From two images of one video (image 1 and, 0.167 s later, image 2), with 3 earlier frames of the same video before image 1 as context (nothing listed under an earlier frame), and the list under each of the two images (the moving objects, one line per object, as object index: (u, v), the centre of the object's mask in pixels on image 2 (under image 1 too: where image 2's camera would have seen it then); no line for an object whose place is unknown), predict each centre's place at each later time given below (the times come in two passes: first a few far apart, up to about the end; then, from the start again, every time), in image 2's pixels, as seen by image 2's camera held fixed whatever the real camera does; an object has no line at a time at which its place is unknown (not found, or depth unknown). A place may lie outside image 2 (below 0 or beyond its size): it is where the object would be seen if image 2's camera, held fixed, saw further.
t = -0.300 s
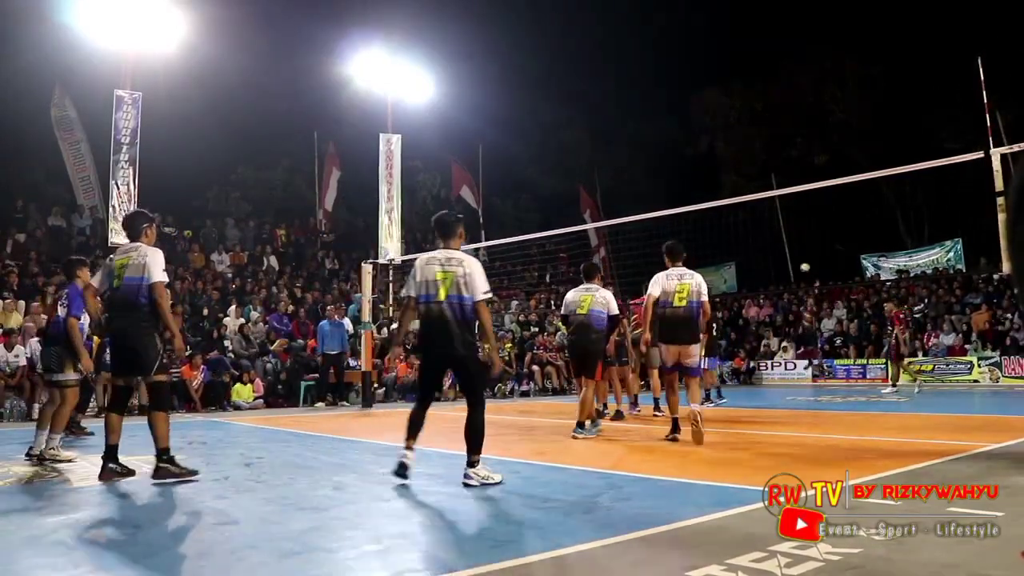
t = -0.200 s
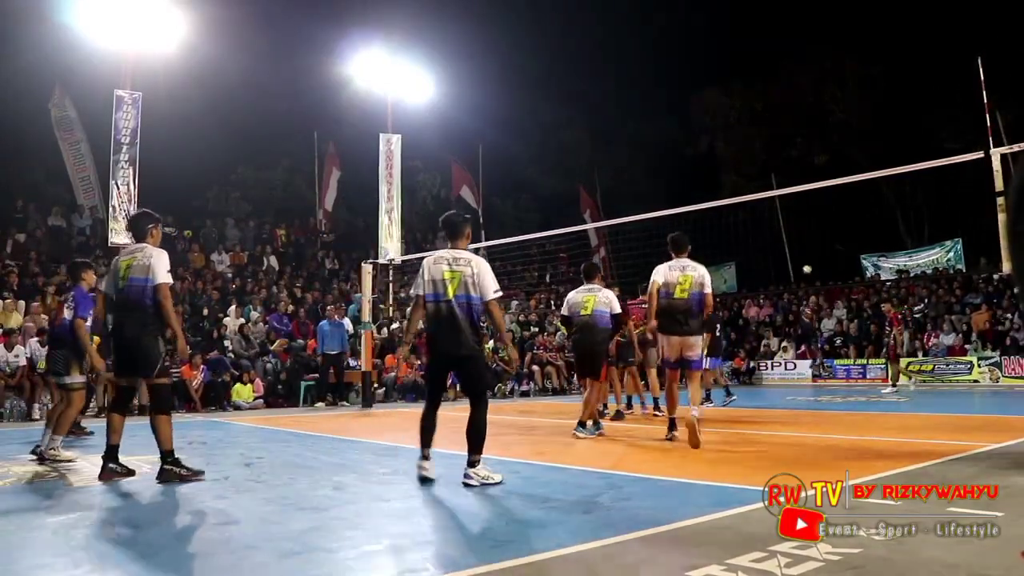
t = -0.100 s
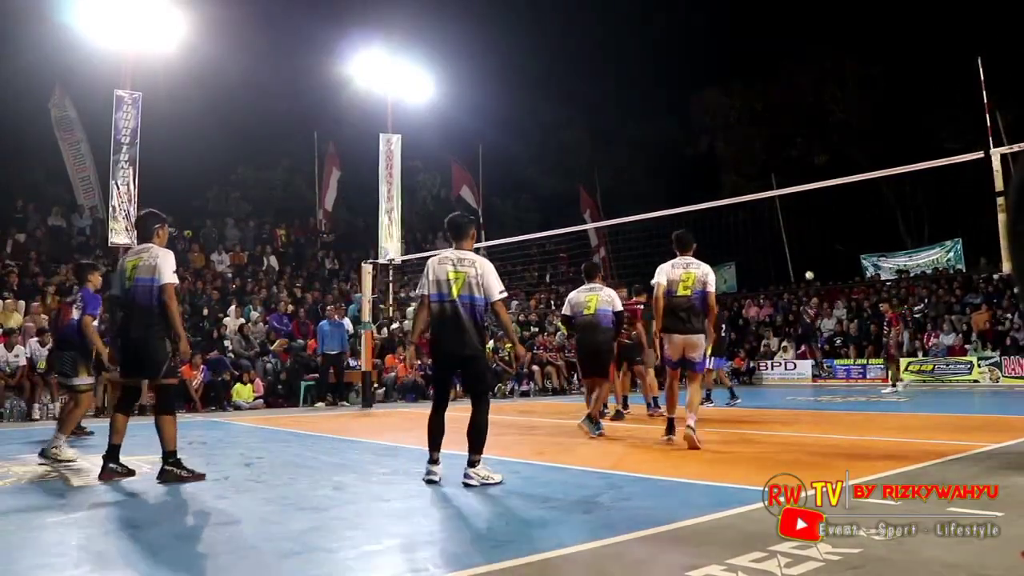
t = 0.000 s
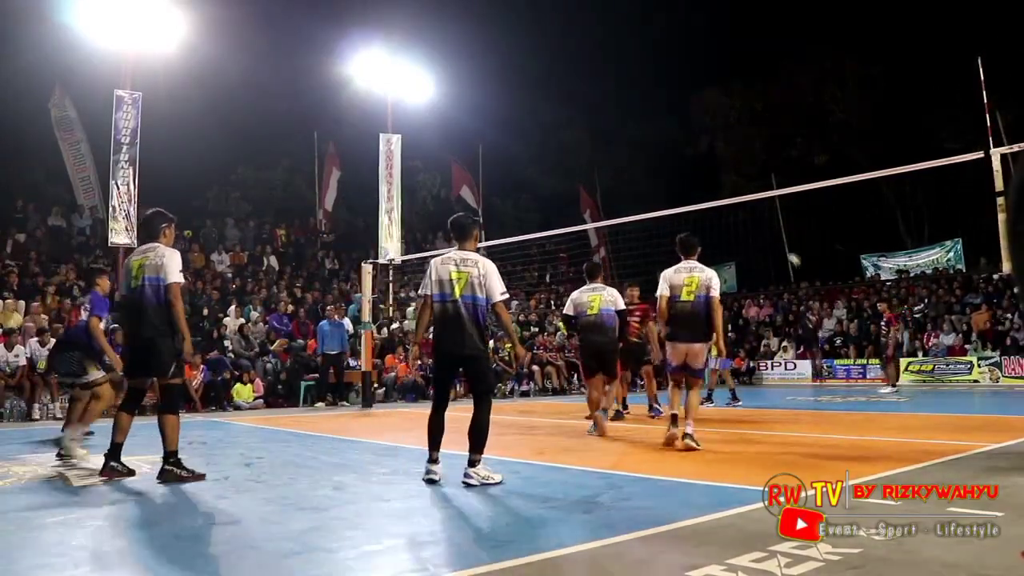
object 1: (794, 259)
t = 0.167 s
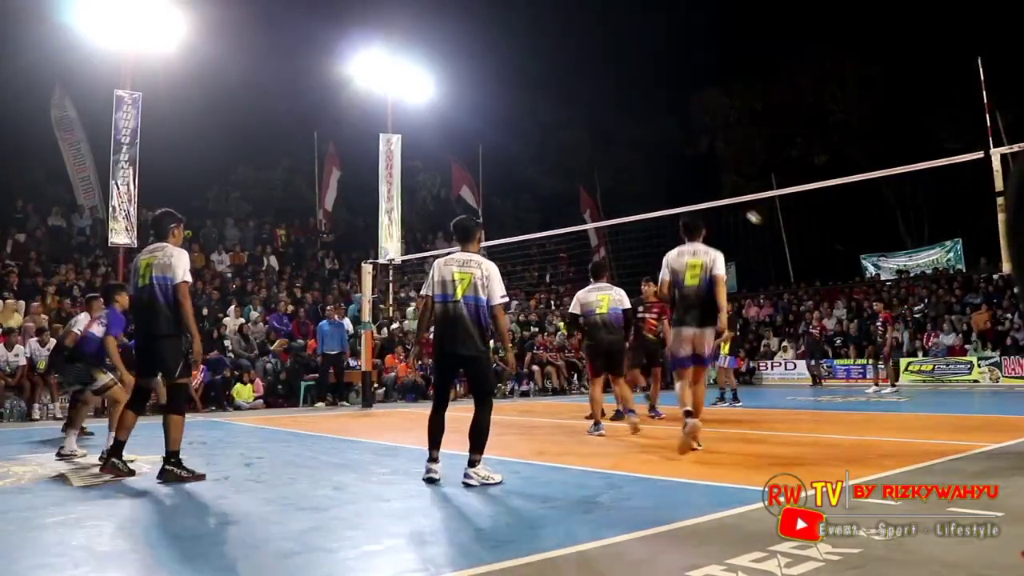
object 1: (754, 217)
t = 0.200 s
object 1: (745, 210)
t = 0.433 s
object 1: (674, 164)
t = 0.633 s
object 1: (601, 140)
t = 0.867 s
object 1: (494, 144)
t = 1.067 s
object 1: (361, 187)
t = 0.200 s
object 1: (745, 210)
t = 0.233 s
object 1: (735, 202)
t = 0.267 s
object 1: (725, 193)
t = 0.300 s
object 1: (716, 188)
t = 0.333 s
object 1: (706, 181)
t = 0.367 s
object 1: (696, 175)
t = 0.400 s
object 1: (685, 169)
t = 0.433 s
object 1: (674, 164)
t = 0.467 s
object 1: (662, 158)
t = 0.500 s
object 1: (651, 153)
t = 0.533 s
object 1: (639, 149)
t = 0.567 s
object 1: (627, 145)
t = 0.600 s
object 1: (615, 142)
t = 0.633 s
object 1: (601, 140)
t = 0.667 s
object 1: (588, 138)
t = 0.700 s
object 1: (575, 137)
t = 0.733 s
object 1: (560, 136)
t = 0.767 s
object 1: (545, 137)
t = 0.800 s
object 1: (529, 138)
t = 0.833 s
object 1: (512, 140)
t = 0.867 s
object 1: (494, 144)
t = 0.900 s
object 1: (475, 147)
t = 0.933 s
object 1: (456, 153)
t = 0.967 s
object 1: (434, 159)
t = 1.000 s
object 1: (414, 166)
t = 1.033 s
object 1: (388, 174)
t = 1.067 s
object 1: (361, 187)
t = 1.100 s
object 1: (335, 200)
